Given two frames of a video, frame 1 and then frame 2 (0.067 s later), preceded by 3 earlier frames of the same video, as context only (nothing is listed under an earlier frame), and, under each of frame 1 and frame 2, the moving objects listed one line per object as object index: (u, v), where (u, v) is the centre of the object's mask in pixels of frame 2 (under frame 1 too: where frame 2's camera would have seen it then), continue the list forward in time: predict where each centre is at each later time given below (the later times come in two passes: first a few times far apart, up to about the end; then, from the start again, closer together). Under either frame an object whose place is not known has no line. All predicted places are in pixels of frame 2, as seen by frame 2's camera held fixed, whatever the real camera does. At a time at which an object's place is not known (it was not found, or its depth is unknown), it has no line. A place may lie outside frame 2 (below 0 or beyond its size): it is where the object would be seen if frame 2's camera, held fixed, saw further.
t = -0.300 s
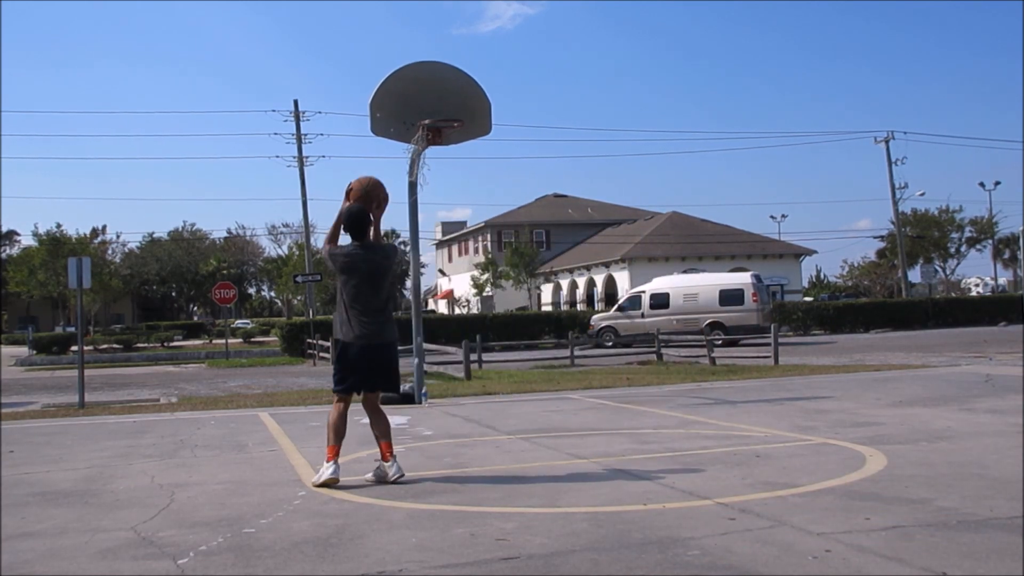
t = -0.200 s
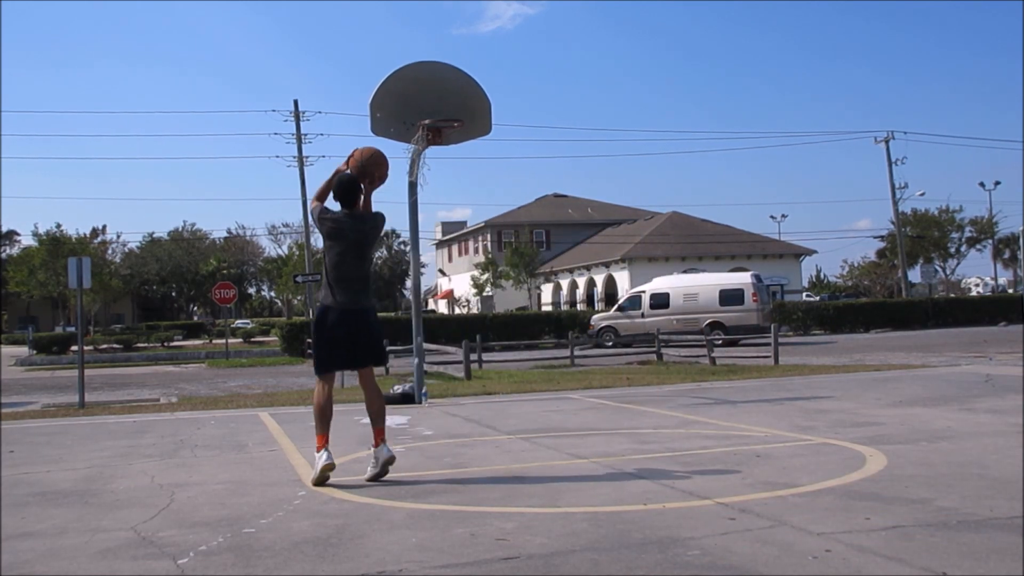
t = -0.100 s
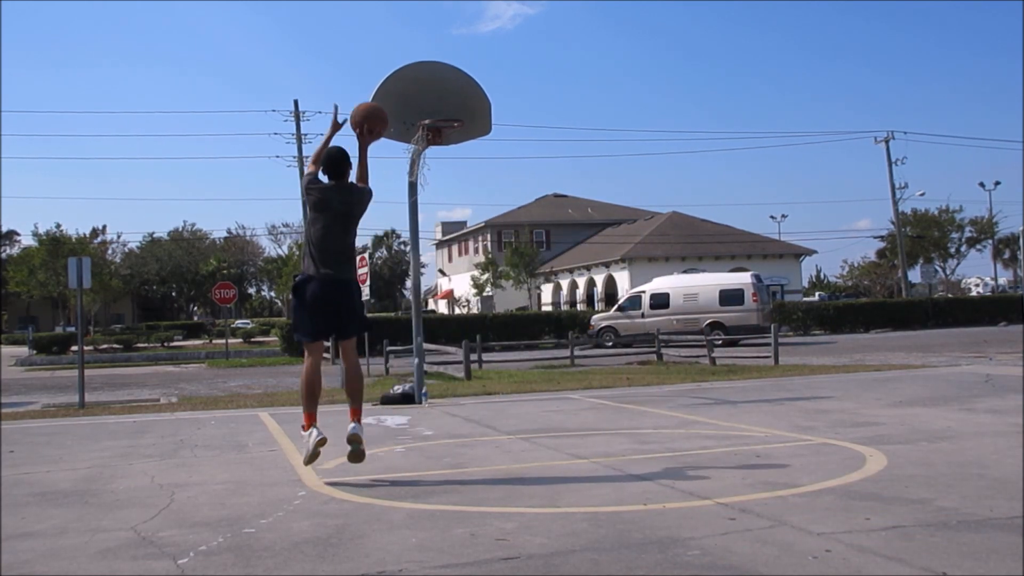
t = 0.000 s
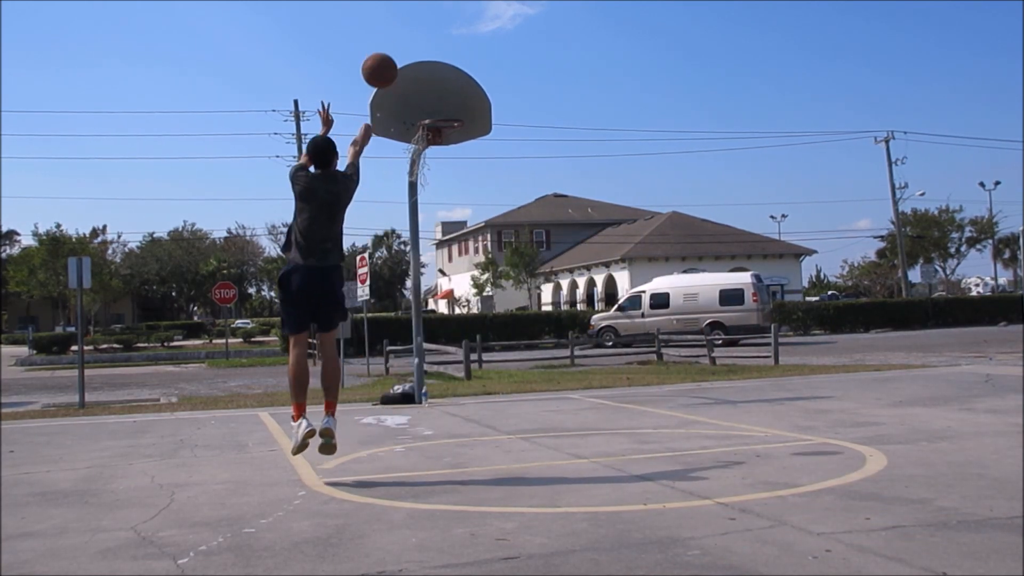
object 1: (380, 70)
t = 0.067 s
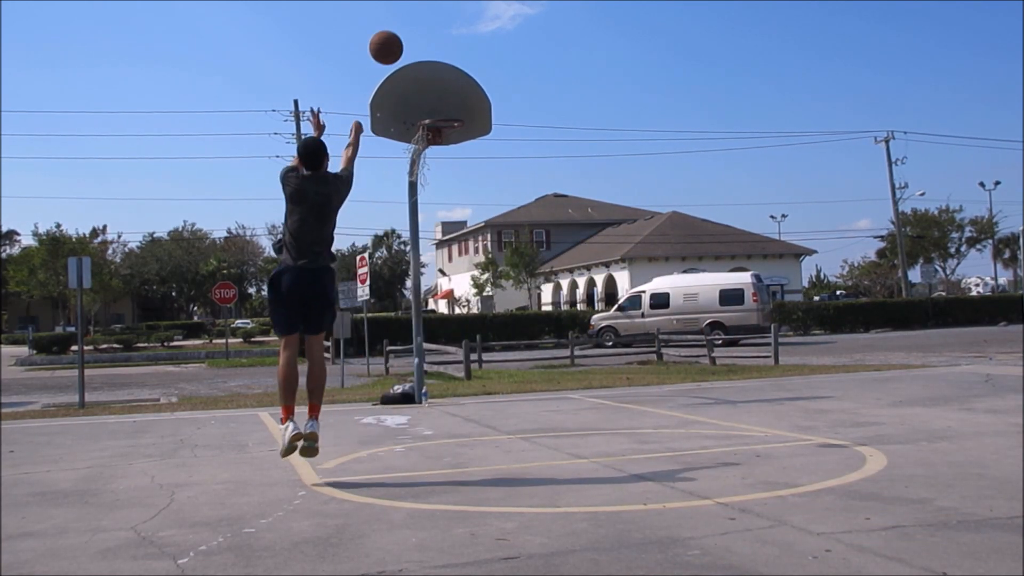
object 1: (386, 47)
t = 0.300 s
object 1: (406, 22)
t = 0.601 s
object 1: (428, 75)
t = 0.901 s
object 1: (459, 187)
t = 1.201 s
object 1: (506, 383)
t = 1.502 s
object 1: (527, 270)
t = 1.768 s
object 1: (545, 200)
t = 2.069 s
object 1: (570, 212)
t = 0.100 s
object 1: (389, 39)
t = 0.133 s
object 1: (392, 32)
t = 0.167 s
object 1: (395, 27)
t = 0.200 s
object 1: (398, 24)
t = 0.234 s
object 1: (401, 22)
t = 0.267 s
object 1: (404, 21)
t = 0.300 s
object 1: (406, 22)
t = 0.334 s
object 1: (409, 24)
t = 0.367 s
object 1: (412, 27)
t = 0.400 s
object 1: (414, 31)
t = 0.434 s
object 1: (417, 36)
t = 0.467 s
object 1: (419, 42)
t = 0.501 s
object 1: (421, 49)
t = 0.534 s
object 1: (424, 56)
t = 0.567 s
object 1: (426, 65)
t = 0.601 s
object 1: (428, 75)
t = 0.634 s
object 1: (430, 85)
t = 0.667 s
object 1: (432, 96)
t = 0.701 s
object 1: (434, 107)
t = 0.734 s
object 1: (436, 115)
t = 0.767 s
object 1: (438, 133)
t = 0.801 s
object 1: (444, 143)
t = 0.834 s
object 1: (449, 157)
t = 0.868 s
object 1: (454, 171)
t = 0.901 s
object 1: (459, 187)
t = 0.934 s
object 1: (464, 204)
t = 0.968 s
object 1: (469, 222)
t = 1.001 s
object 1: (474, 241)
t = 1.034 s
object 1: (480, 262)
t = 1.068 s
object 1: (484, 283)
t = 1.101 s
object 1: (490, 306)
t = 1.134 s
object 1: (495, 330)
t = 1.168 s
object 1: (501, 355)
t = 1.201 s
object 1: (506, 383)
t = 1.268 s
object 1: (513, 385)
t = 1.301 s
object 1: (515, 366)
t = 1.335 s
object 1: (517, 346)
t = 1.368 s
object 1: (520, 329)
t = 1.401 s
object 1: (521, 314)
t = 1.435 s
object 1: (524, 297)
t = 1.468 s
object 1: (526, 283)
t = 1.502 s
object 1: (527, 270)
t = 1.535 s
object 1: (529, 258)
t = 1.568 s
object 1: (531, 246)
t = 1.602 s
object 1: (534, 236)
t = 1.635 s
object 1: (536, 227)
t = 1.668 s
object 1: (538, 218)
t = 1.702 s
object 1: (541, 211)
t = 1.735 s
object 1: (543, 205)
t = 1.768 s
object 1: (545, 200)
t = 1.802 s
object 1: (548, 197)
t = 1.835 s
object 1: (551, 194)
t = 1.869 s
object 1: (553, 193)
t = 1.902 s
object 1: (556, 193)
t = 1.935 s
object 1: (558, 194)
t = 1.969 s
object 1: (561, 197)
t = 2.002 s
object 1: (564, 200)
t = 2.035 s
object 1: (567, 206)
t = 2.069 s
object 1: (570, 212)
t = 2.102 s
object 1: (572, 219)
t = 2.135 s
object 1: (575, 229)
